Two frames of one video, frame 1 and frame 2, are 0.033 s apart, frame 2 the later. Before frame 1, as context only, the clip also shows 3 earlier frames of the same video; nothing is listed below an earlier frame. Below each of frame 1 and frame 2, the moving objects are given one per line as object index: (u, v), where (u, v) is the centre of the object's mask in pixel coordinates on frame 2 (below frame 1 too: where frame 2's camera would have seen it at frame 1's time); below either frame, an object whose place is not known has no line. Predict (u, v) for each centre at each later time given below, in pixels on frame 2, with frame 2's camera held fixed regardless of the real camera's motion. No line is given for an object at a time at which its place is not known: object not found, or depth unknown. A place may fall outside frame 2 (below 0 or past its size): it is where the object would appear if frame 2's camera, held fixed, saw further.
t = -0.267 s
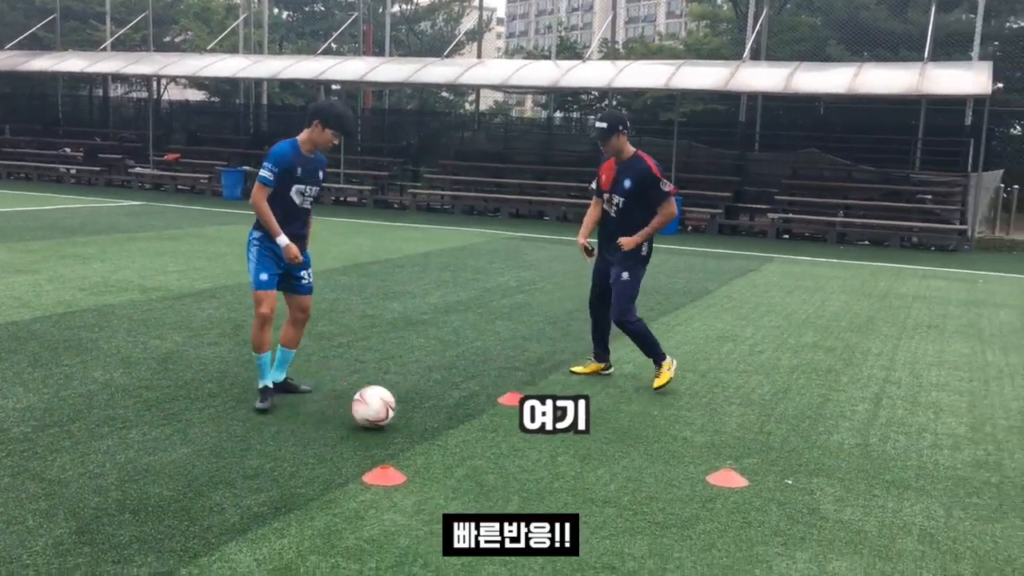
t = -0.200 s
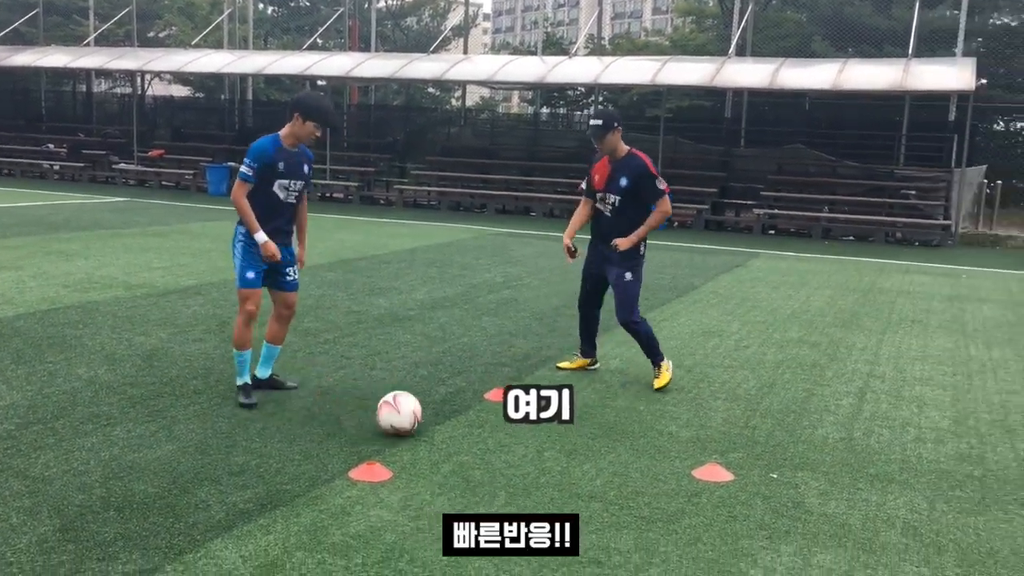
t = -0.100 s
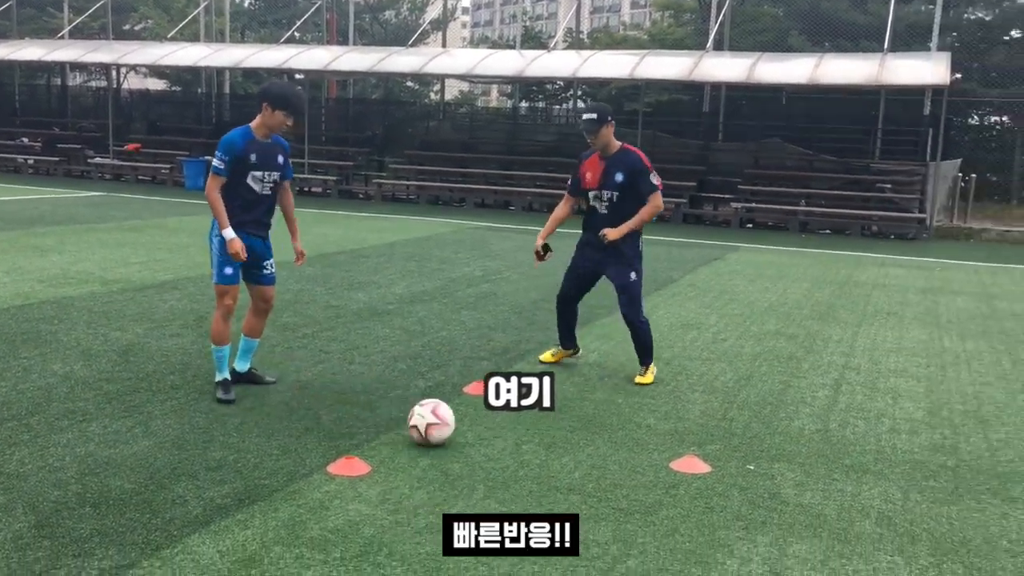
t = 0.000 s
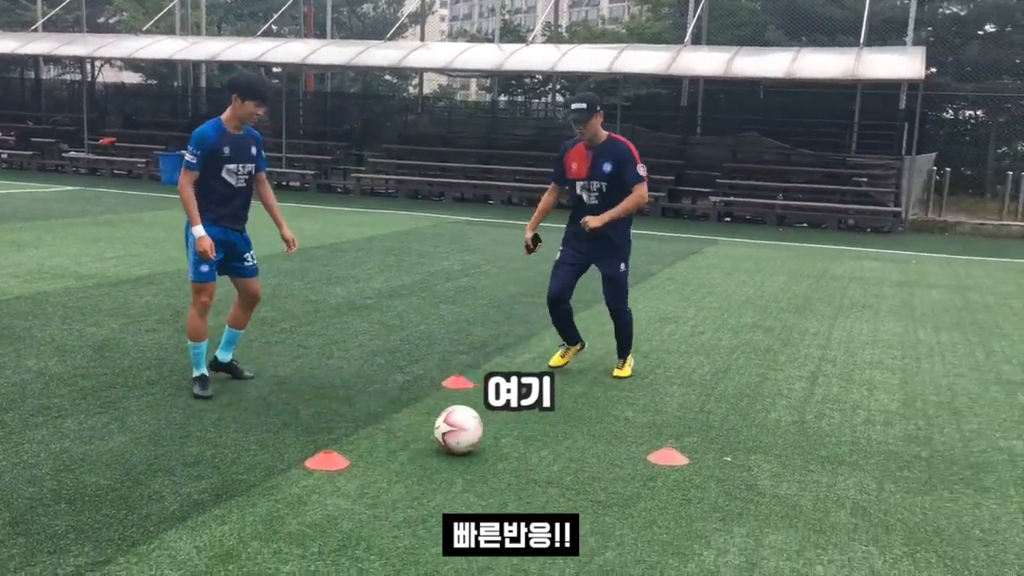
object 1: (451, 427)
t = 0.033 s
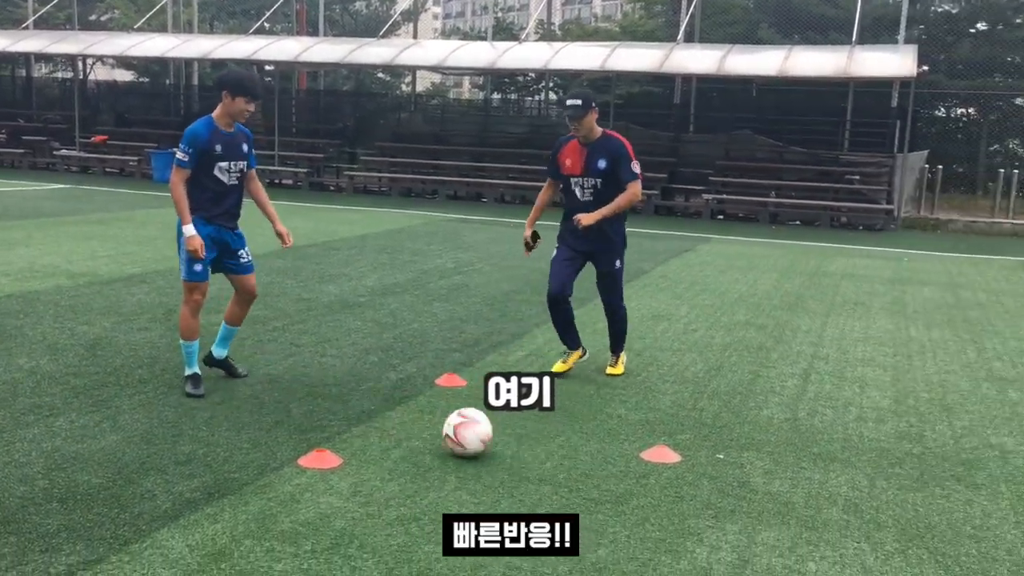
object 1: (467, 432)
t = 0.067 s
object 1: (484, 437)
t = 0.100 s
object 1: (499, 441)
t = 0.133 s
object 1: (515, 447)
